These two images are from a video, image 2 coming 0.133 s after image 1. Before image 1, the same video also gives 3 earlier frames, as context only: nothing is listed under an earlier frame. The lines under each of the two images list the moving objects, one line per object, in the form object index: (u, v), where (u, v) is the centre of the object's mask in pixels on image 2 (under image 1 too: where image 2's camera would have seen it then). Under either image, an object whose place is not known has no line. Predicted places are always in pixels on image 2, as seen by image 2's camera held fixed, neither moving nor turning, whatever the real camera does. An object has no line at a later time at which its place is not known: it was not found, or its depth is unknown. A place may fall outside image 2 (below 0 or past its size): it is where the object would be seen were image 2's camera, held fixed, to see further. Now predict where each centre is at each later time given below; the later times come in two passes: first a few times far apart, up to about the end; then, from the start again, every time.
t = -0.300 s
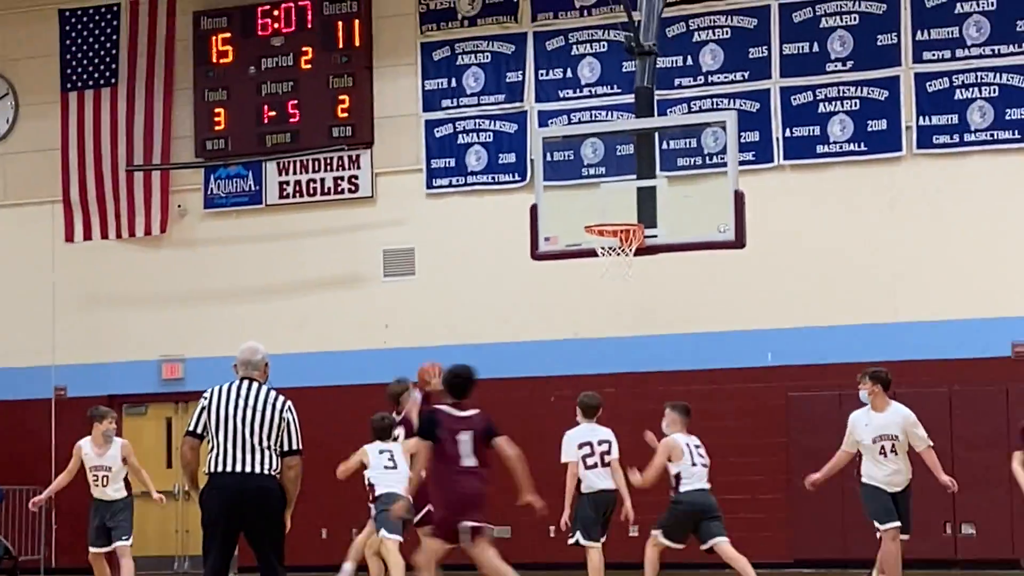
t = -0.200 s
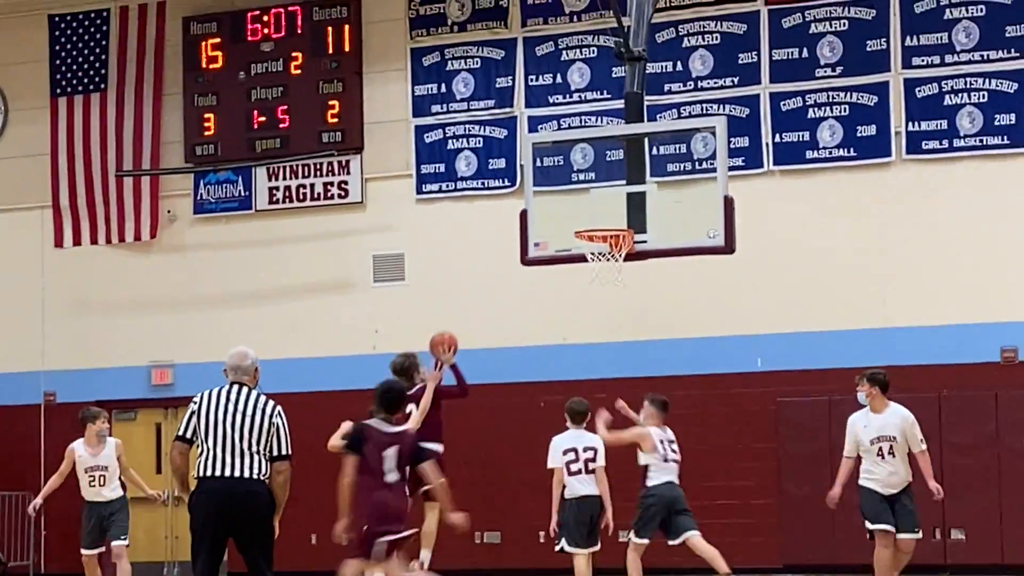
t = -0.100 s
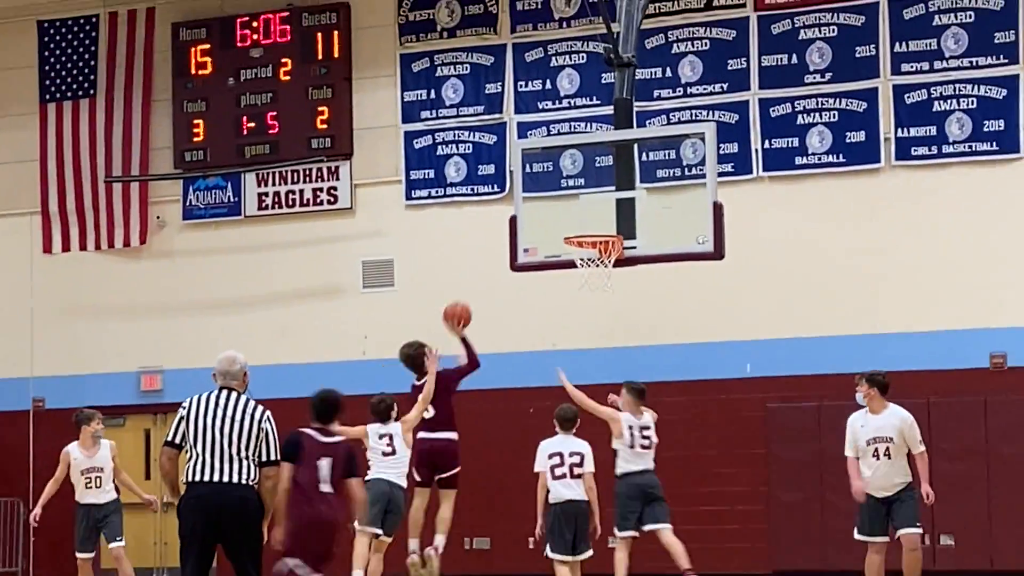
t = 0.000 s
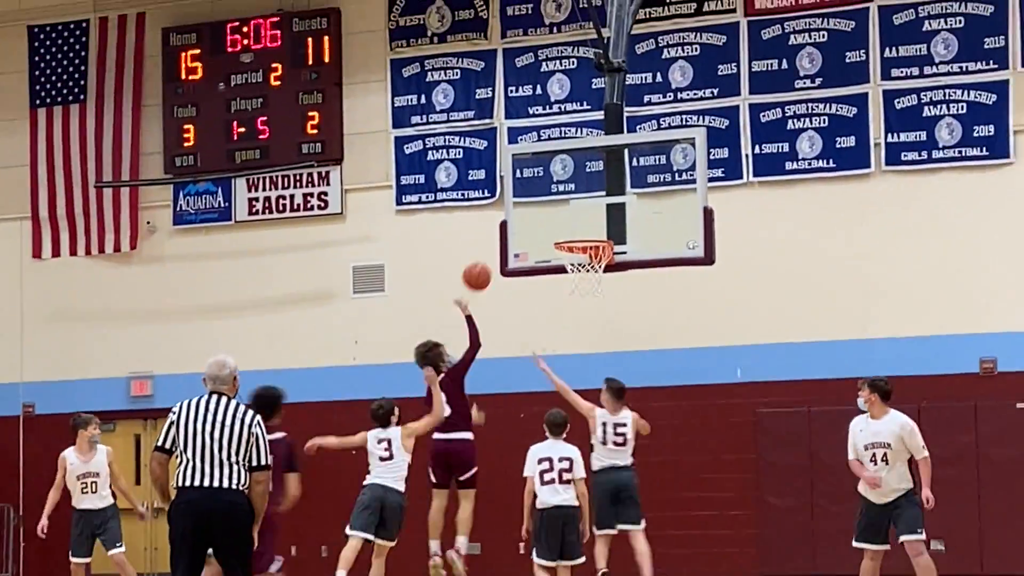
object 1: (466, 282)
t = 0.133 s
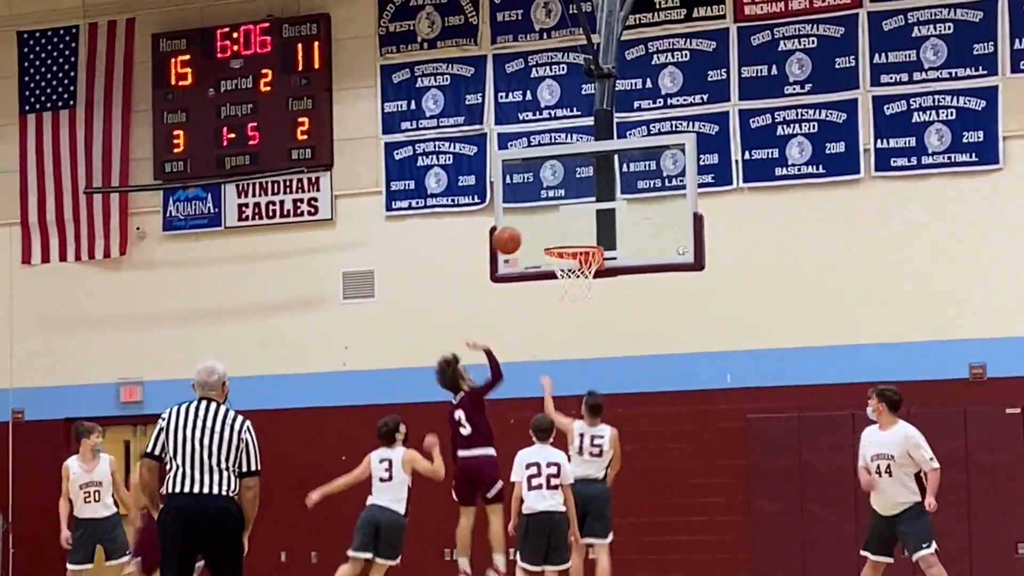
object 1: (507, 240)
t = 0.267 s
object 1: (547, 220)
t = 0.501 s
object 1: (574, 231)
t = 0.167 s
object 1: (517, 233)
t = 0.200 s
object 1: (527, 228)
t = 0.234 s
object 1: (537, 223)
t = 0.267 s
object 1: (547, 220)
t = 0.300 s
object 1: (557, 219)
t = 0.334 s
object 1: (567, 218)
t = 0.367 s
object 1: (570, 218)
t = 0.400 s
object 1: (571, 219)
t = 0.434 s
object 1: (572, 222)
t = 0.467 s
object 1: (573, 226)
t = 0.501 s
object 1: (574, 231)
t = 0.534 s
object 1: (574, 235)
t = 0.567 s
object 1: (575, 239)
